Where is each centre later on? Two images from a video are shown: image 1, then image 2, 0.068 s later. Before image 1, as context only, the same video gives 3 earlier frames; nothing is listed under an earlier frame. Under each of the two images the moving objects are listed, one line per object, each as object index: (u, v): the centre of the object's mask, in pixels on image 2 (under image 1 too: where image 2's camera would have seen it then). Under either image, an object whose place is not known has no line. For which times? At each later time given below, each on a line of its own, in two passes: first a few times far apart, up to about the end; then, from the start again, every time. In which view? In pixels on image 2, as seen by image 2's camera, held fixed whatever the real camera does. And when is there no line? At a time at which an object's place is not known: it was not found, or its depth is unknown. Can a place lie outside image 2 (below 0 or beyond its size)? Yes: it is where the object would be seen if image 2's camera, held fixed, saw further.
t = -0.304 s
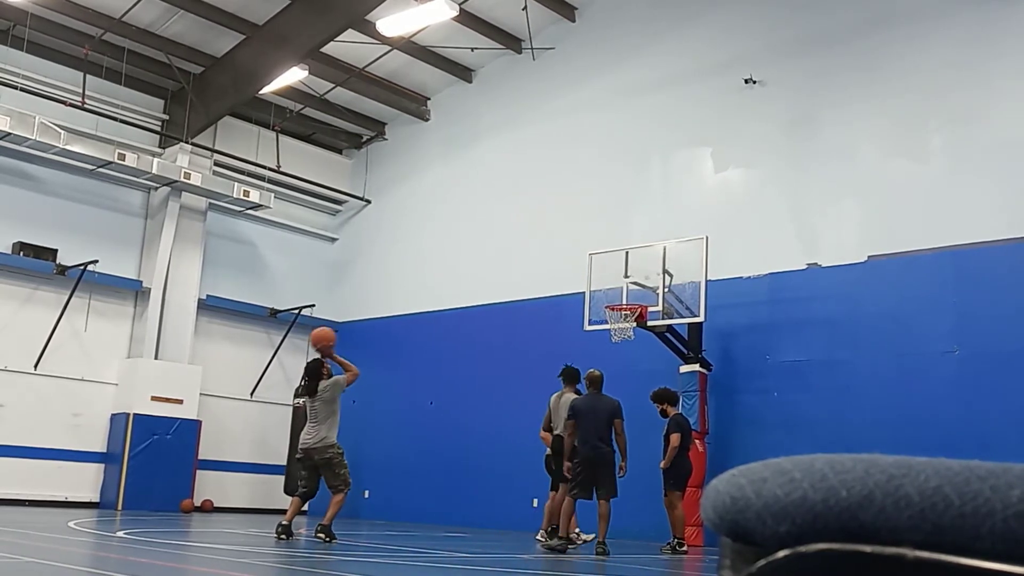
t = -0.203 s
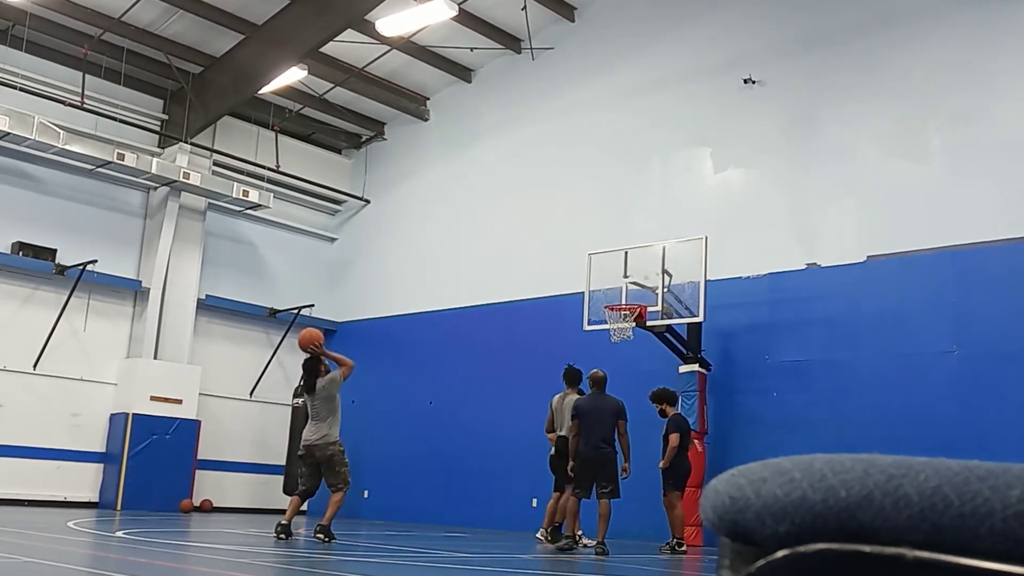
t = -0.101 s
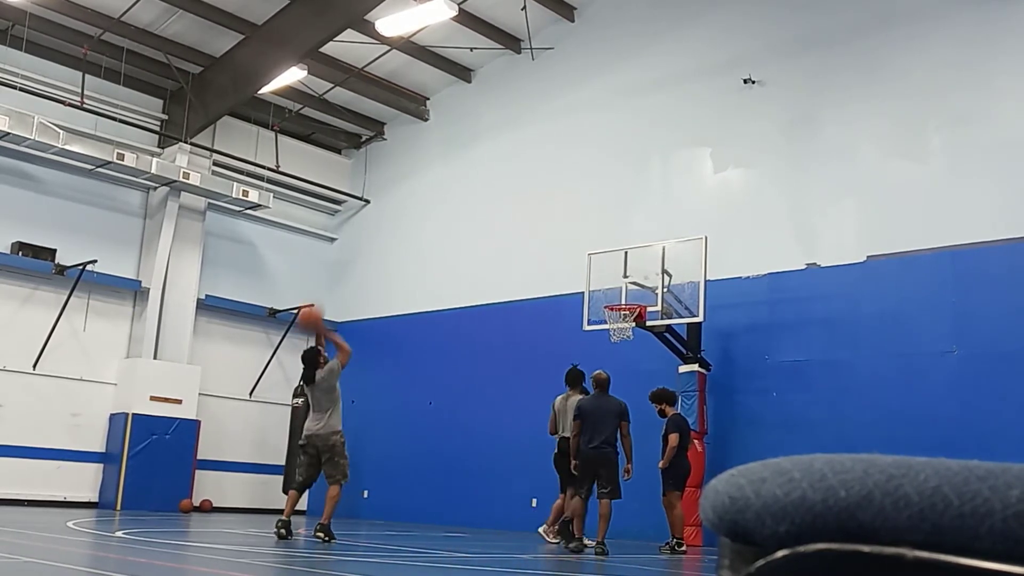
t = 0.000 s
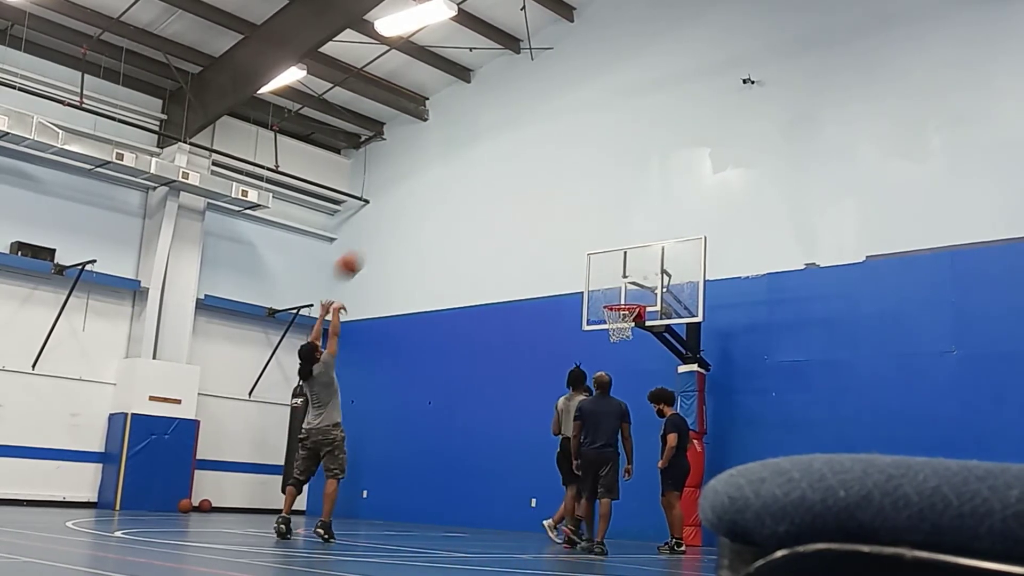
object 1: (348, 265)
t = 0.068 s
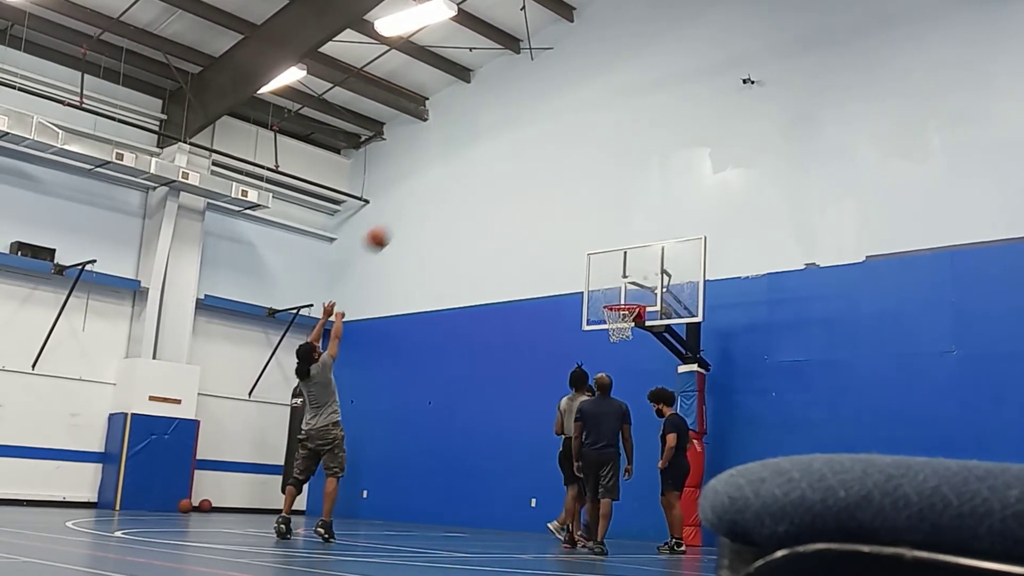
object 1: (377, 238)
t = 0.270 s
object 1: (451, 193)
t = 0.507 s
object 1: (519, 190)
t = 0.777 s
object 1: (582, 237)
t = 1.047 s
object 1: (625, 316)
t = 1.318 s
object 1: (623, 328)
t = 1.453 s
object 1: (618, 345)
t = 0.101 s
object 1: (391, 228)
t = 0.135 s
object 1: (403, 218)
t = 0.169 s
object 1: (415, 211)
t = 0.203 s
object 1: (428, 203)
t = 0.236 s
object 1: (439, 198)
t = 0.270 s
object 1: (451, 193)
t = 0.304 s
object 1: (461, 190)
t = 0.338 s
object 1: (471, 188)
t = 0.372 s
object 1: (481, 186)
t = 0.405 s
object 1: (491, 186)
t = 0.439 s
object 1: (500, 187)
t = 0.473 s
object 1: (510, 188)
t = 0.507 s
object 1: (519, 190)
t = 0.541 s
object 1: (528, 193)
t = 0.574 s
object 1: (536, 197)
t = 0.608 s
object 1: (544, 202)
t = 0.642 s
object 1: (552, 208)
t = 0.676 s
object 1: (560, 214)
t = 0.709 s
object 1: (568, 221)
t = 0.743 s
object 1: (575, 229)
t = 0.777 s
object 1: (582, 237)
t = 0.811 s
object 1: (589, 246)
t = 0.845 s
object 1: (596, 256)
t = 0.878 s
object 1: (603, 266)
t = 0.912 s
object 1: (609, 277)
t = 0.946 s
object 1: (615, 290)
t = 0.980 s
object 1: (622, 300)
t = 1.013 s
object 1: (621, 310)
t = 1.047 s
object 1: (625, 316)
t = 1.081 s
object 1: (626, 321)
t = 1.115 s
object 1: (624, 317)
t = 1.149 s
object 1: (625, 322)
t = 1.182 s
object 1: (623, 319)
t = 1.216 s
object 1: (624, 320)
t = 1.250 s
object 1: (623, 322)
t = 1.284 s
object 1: (623, 323)
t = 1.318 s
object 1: (623, 328)
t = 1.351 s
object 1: (621, 333)
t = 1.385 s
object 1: (620, 331)
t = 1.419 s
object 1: (619, 341)
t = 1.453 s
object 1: (618, 345)
